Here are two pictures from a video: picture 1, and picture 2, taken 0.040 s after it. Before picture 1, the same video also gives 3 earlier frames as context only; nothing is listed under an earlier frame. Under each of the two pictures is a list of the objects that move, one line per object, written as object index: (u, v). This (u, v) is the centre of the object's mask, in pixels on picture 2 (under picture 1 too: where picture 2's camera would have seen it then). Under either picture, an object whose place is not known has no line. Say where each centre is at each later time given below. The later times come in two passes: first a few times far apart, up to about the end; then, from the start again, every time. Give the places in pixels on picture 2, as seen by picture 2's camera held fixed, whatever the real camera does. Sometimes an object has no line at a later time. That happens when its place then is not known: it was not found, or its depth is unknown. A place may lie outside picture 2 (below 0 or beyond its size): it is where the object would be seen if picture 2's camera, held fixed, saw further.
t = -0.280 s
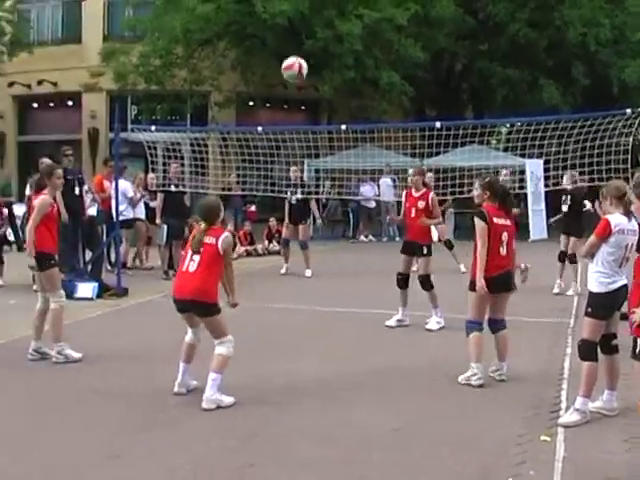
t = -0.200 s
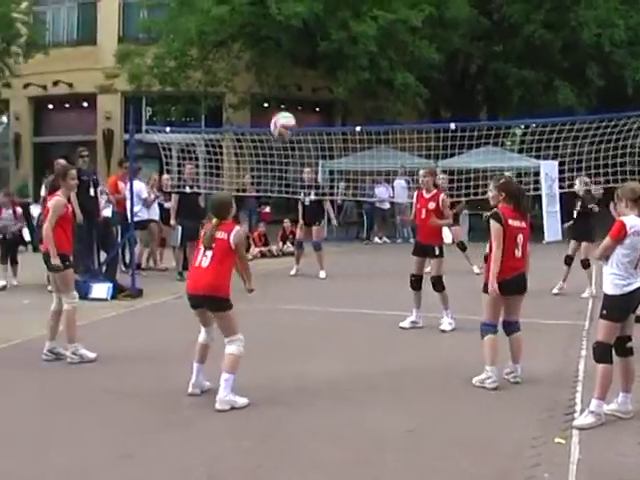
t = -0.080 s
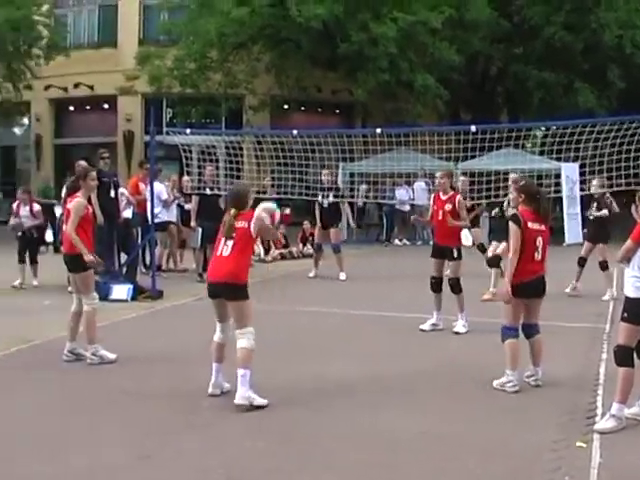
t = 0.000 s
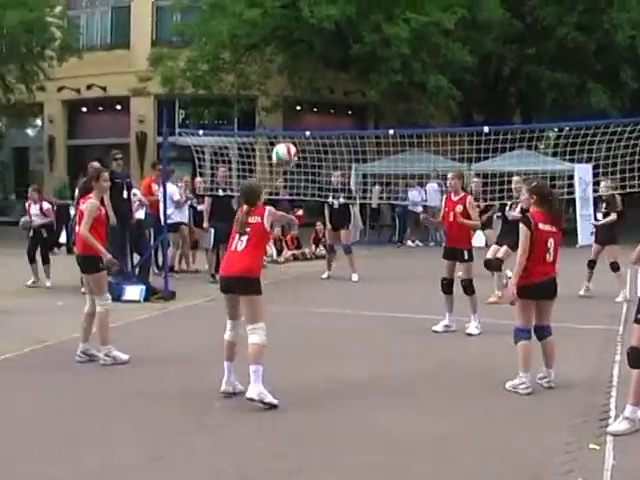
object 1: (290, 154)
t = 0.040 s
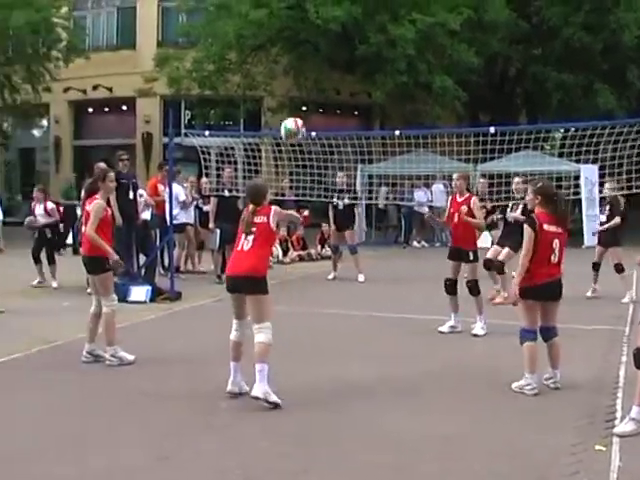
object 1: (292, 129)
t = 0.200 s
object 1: (302, 55)
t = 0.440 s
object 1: (313, 11)
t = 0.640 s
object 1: (321, 18)
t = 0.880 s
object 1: (328, 71)
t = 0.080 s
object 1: (295, 107)
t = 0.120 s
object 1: (297, 88)
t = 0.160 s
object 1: (300, 70)
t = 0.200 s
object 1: (302, 55)
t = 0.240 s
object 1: (304, 43)
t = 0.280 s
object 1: (306, 32)
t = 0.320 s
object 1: (308, 25)
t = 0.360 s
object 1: (310, 18)
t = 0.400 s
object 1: (311, 13)
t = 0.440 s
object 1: (313, 11)
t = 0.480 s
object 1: (315, 10)
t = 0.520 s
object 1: (316, 10)
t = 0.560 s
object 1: (318, 12)
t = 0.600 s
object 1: (319, 14)
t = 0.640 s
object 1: (321, 18)
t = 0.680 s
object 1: (322, 24)
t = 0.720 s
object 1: (324, 31)
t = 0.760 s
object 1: (325, 40)
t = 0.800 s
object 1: (326, 49)
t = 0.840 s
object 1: (327, 59)
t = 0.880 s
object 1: (328, 71)
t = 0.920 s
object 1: (329, 83)
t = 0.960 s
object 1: (330, 96)
